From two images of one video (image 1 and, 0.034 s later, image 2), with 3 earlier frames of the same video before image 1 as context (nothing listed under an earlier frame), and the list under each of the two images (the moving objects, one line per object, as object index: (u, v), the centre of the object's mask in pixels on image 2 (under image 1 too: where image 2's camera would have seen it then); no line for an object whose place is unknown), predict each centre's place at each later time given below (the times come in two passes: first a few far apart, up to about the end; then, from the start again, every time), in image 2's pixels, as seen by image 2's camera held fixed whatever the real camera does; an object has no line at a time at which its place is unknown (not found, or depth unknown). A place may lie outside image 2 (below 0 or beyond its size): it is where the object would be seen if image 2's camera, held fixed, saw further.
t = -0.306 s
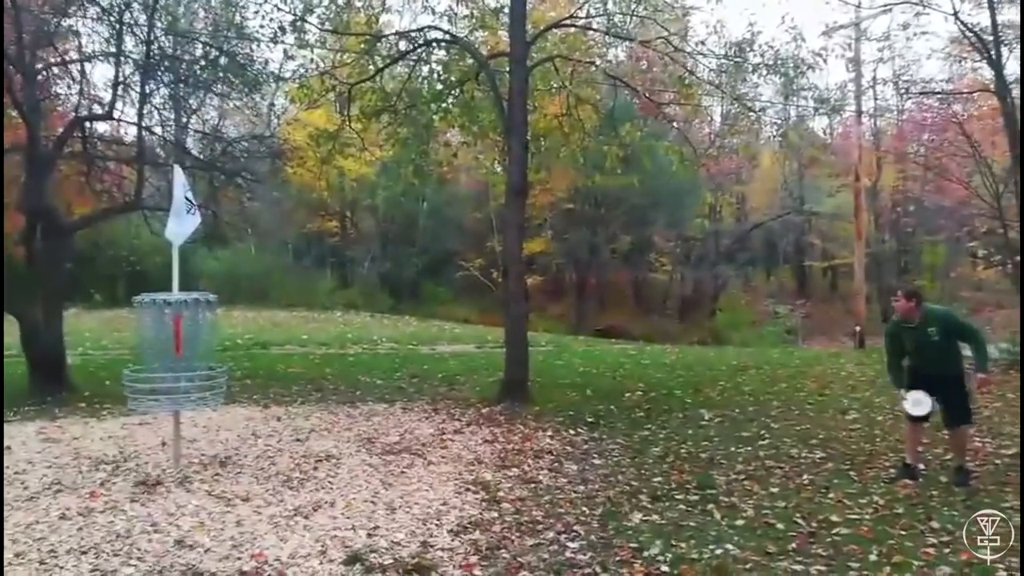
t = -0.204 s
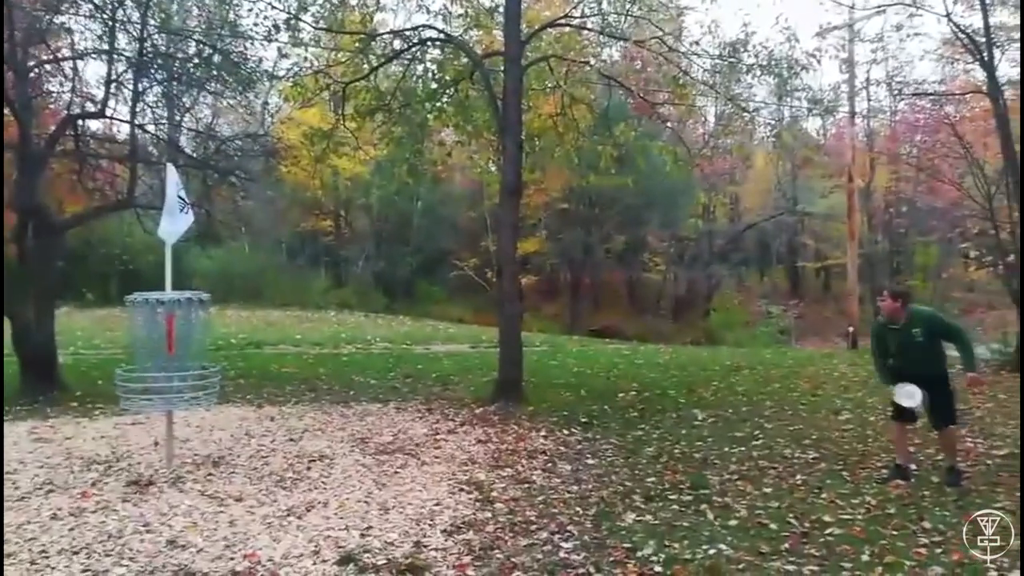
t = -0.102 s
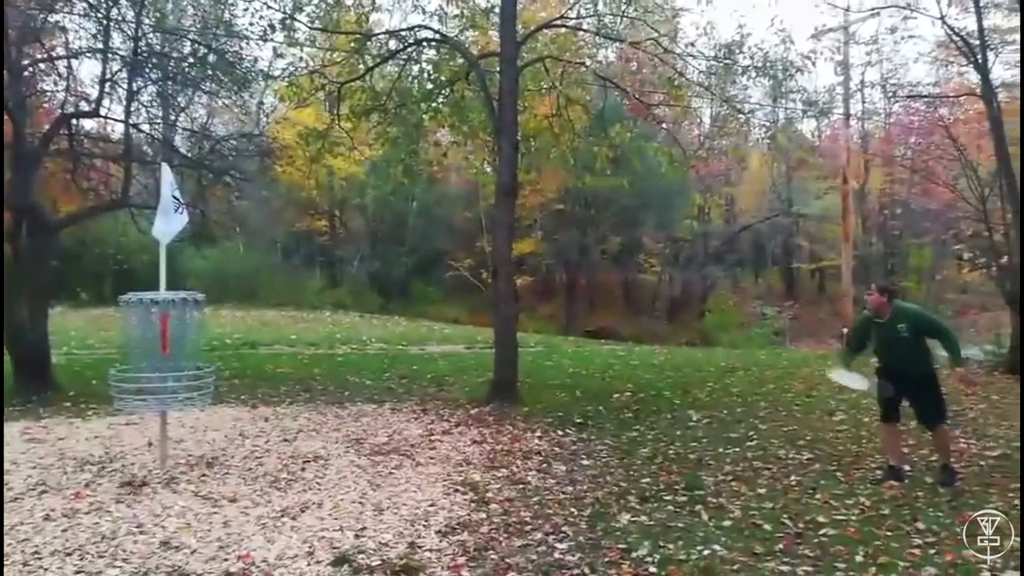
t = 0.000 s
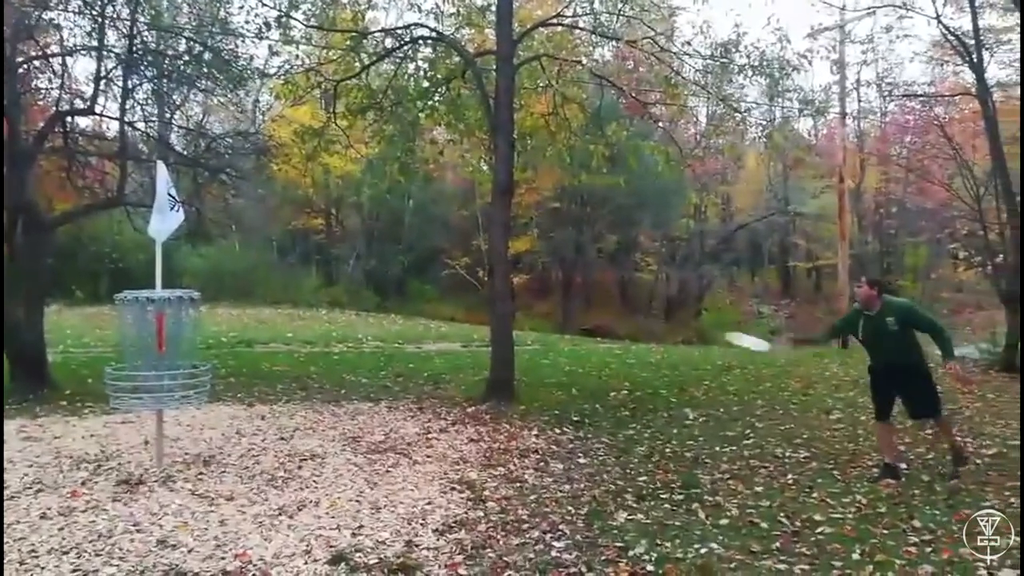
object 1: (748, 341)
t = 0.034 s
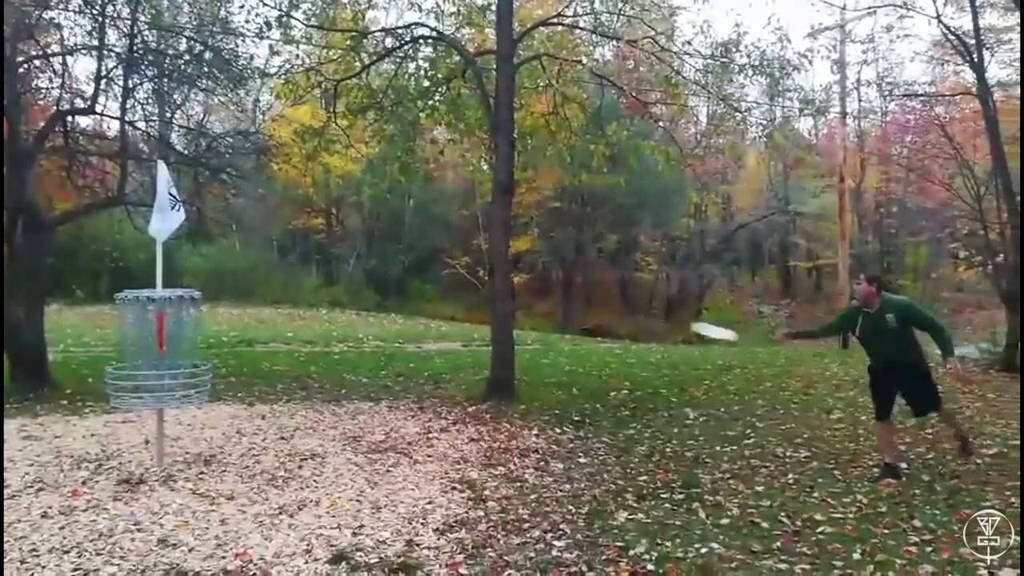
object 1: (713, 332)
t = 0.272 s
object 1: (474, 310)
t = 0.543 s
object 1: (193, 359)
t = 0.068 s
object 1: (679, 323)
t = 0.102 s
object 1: (645, 318)
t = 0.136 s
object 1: (611, 313)
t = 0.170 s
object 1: (576, 311)
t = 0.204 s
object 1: (542, 309)
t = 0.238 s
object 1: (508, 309)
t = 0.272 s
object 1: (474, 310)
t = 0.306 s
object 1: (440, 313)
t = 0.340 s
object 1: (405, 316)
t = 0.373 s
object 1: (370, 321)
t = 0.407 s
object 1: (333, 327)
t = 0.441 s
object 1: (296, 334)
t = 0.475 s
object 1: (259, 342)
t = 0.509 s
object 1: (224, 350)
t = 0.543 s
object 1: (193, 359)
